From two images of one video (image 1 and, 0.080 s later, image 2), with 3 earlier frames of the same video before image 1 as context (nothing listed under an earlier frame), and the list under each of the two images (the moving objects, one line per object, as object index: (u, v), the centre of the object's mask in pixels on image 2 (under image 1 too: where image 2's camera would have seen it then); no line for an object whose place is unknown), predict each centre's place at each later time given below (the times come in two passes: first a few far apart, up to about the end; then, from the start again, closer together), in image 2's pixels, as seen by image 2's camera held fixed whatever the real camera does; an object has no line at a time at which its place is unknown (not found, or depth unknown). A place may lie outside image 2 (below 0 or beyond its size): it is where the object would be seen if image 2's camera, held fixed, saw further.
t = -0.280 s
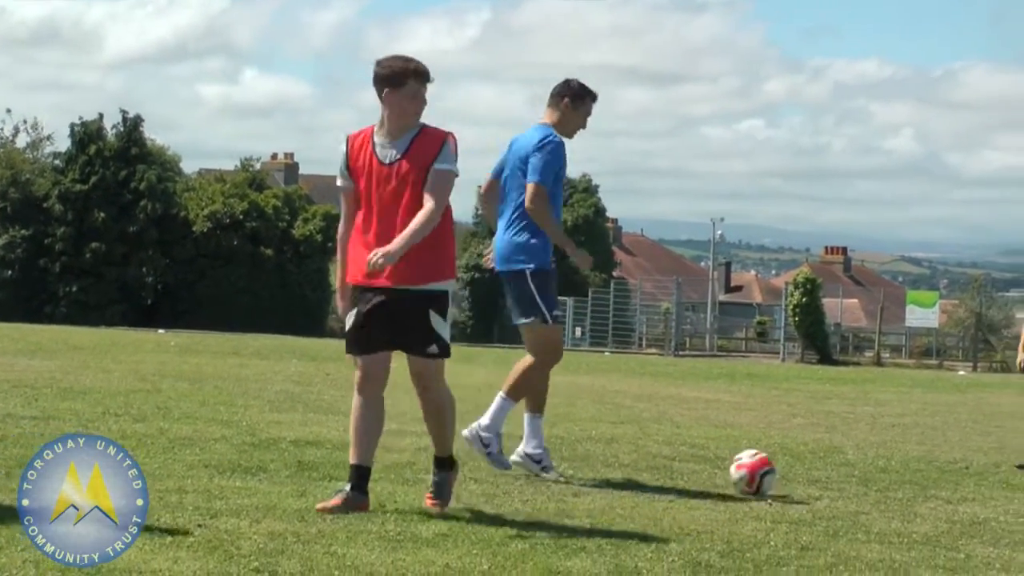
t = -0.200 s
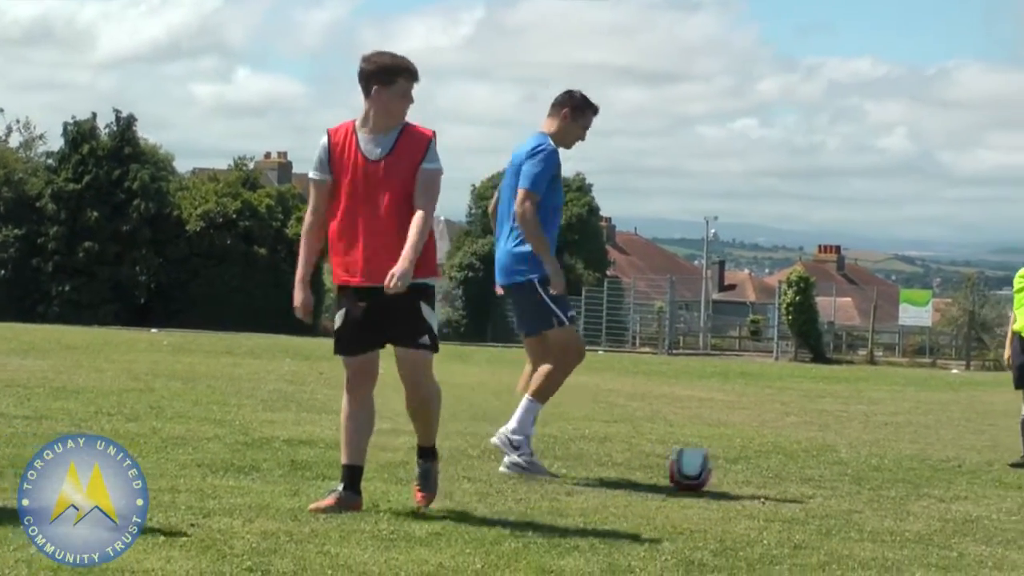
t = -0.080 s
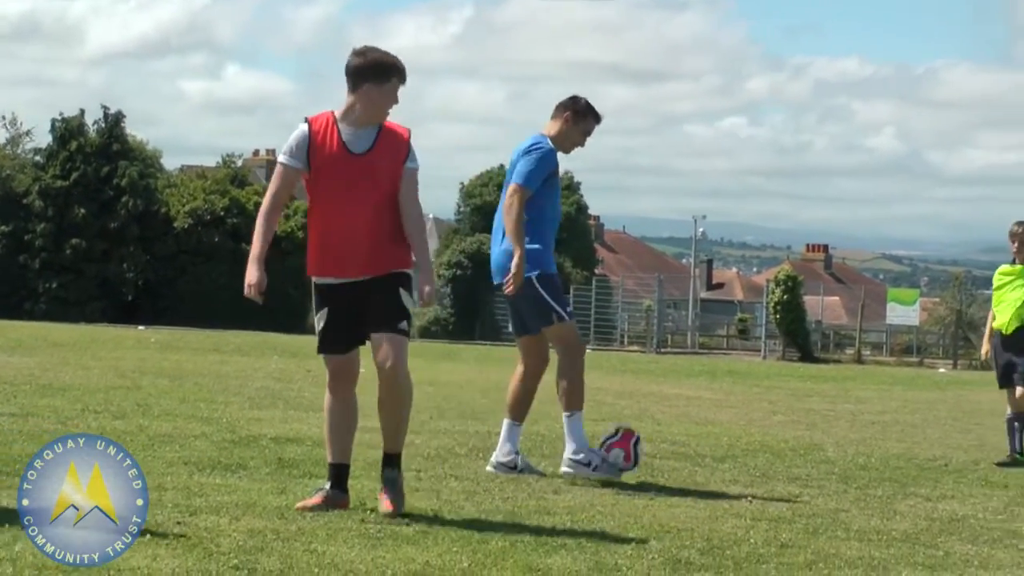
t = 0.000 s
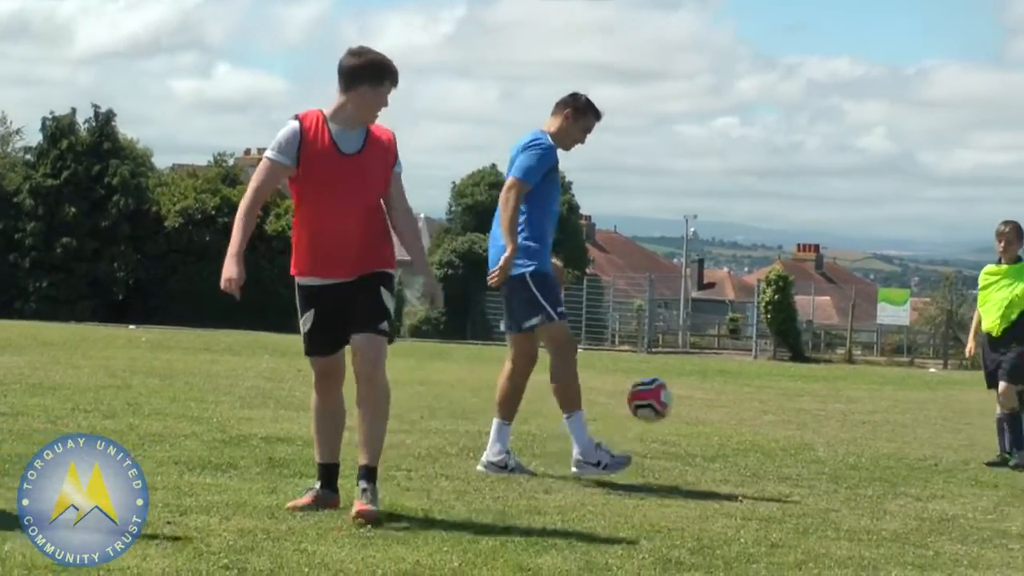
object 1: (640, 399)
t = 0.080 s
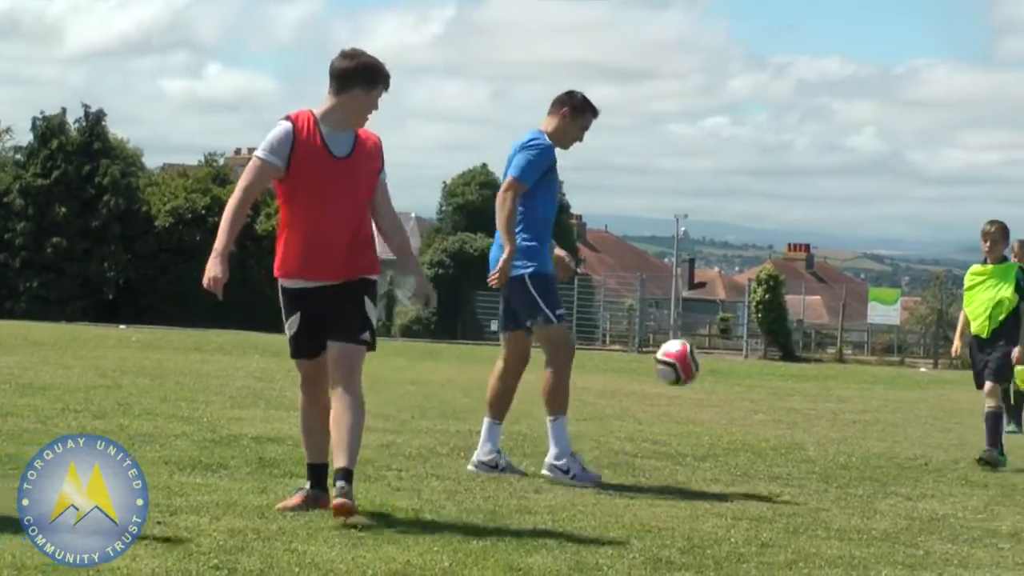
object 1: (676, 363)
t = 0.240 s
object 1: (744, 332)
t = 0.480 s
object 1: (832, 379)
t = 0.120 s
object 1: (694, 349)
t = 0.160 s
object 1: (711, 339)
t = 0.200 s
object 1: (727, 334)
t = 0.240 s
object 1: (744, 332)
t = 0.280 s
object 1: (759, 332)
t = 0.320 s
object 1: (774, 336)
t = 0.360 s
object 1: (789, 341)
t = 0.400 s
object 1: (803, 350)
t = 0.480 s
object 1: (832, 379)
